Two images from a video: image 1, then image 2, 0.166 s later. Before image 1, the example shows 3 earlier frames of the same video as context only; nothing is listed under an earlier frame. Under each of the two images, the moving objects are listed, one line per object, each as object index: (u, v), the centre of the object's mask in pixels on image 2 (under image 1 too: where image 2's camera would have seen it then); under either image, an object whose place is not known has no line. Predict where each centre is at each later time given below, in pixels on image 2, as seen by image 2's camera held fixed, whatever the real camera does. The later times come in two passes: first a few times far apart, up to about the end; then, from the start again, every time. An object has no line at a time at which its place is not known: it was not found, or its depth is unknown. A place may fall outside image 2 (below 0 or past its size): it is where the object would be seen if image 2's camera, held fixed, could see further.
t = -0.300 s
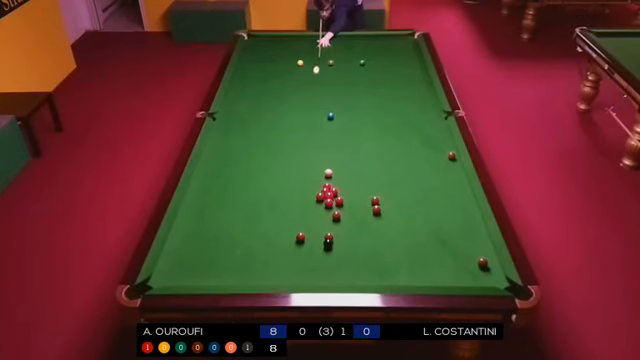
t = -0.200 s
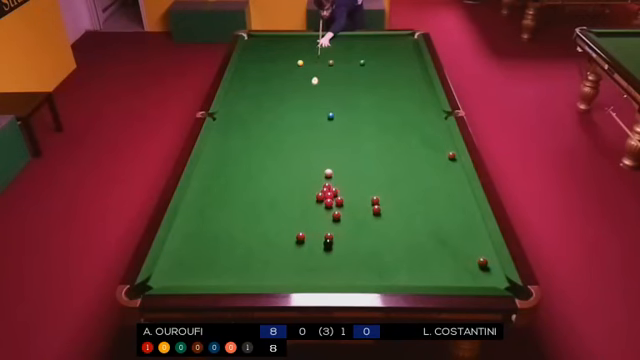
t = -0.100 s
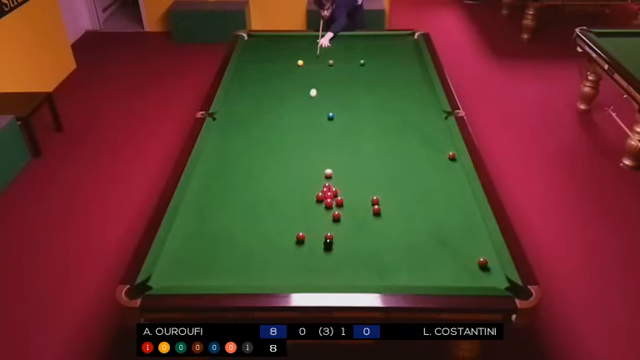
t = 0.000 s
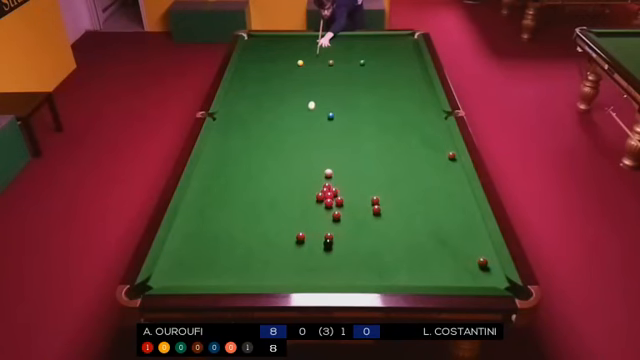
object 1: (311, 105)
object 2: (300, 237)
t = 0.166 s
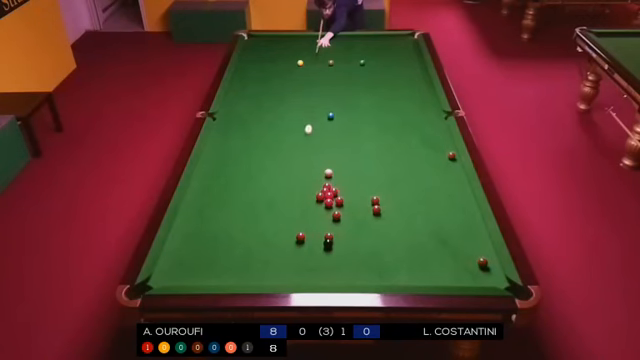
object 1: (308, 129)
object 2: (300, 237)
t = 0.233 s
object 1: (307, 139)
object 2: (300, 237)
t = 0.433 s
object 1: (302, 175)
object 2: (300, 238)
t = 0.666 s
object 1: (295, 228)
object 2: (300, 238)
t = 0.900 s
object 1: (253, 263)
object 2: (333, 270)
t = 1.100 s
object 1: (227, 268)
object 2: (355, 275)
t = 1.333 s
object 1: (210, 244)
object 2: (372, 257)
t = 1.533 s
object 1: (198, 225)
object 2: (386, 243)
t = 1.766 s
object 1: (185, 206)
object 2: (400, 229)
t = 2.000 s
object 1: (201, 191)
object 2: (414, 216)
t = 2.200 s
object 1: (215, 180)
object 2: (425, 206)
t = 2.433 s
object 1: (229, 168)
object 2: (436, 197)
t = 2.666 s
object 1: (242, 158)
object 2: (446, 187)
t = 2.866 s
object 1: (252, 150)
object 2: (455, 180)
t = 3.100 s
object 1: (262, 141)
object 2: (461, 173)
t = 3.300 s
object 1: (271, 134)
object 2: (453, 168)
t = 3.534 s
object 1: (279, 126)
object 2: (445, 164)
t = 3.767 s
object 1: (287, 119)
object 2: (438, 159)
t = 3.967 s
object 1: (293, 114)
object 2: (433, 157)
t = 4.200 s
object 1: (300, 108)
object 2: (427, 153)
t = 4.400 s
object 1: (305, 104)
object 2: (423, 151)
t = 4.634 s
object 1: (310, 99)
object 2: (419, 148)
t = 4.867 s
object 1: (316, 94)
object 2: (416, 146)
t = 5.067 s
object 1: (320, 91)
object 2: (413, 145)
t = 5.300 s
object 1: (324, 87)
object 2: (410, 144)
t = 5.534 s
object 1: (328, 83)
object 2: (408, 142)
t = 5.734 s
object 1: (331, 81)
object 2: (407, 142)
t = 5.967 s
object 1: (335, 78)
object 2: (406, 141)
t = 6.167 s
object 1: (337, 76)
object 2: (406, 141)
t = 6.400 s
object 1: (340, 73)
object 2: (406, 141)
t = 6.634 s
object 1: (343, 71)
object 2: (406, 141)
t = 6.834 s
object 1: (345, 70)
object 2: (406, 141)
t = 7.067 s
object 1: (347, 68)
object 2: (406, 141)
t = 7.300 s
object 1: (349, 67)
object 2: (406, 141)
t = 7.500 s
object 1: (350, 66)
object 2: (406, 141)
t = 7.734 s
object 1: (352, 65)
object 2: (406, 141)
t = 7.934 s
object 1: (352, 65)
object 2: (406, 141)
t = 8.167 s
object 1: (353, 64)
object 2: (406, 141)
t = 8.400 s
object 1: (354, 63)
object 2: (406, 141)
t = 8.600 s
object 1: (354, 63)
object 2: (406, 141)
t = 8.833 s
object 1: (354, 63)
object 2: (406, 141)
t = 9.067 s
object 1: (354, 63)
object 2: (406, 141)
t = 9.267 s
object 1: (354, 63)
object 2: (406, 141)
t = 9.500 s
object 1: (354, 63)
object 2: (406, 141)
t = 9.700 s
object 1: (354, 63)
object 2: (406, 141)
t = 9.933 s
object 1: (354, 63)
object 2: (406, 141)
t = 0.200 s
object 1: (308, 134)
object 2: (300, 237)
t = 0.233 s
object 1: (307, 139)
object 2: (300, 237)
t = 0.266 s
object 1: (306, 145)
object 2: (300, 238)
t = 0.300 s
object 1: (305, 150)
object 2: (300, 237)
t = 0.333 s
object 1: (305, 157)
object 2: (300, 237)
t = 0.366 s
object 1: (304, 162)
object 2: (300, 238)
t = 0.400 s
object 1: (303, 169)
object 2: (300, 238)
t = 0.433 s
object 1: (302, 175)
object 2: (300, 238)
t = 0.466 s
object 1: (301, 182)
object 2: (300, 238)
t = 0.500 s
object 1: (300, 189)
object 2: (300, 238)
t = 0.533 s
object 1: (299, 197)
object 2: (300, 238)
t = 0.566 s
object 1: (298, 204)
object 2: (300, 238)
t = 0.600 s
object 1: (297, 212)
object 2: (300, 238)
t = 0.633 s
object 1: (296, 220)
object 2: (300, 238)
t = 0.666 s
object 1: (295, 228)
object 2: (300, 238)
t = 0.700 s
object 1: (289, 234)
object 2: (304, 242)
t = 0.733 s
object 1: (283, 238)
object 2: (309, 247)
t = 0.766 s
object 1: (277, 242)
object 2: (314, 252)
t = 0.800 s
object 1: (271, 247)
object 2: (320, 256)
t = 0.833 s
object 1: (265, 252)
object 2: (324, 261)
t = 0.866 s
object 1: (259, 258)
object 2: (328, 266)
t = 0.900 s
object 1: (253, 263)
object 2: (333, 270)
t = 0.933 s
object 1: (247, 269)
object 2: (337, 274)
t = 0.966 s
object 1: (241, 275)
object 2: (341, 277)
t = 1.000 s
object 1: (235, 279)
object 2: (346, 280)
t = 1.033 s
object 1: (231, 277)
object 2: (349, 279)
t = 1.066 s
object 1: (229, 273)
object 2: (352, 277)
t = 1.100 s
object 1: (227, 268)
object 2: (355, 275)
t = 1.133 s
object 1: (224, 265)
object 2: (357, 272)
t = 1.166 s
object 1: (222, 261)
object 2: (360, 269)
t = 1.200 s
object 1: (219, 257)
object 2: (362, 267)
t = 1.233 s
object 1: (217, 254)
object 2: (365, 264)
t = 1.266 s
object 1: (215, 250)
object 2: (368, 261)
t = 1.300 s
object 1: (212, 247)
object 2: (370, 259)
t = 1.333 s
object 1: (210, 244)
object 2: (372, 257)
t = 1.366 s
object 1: (208, 241)
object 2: (374, 254)
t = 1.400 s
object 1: (206, 237)
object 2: (377, 252)
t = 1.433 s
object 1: (204, 234)
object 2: (379, 250)
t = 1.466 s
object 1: (202, 231)
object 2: (382, 247)
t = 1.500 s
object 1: (199, 228)
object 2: (384, 245)
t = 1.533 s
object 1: (198, 225)
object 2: (386, 243)
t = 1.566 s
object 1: (196, 222)
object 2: (388, 240)
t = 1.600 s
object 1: (194, 219)
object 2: (390, 239)
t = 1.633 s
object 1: (192, 217)
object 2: (392, 236)
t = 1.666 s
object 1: (190, 214)
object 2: (394, 234)
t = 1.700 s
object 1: (188, 211)
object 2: (396, 232)
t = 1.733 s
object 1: (186, 208)
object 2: (398, 230)
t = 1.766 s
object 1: (185, 206)
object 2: (400, 229)
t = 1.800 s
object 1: (186, 204)
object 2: (402, 227)
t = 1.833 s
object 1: (189, 201)
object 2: (404, 225)
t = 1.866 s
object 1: (191, 199)
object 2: (406, 223)
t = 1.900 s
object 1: (194, 197)
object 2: (408, 221)
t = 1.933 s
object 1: (196, 195)
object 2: (410, 219)
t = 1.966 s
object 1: (199, 193)
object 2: (412, 218)
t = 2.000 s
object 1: (201, 191)
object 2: (414, 216)
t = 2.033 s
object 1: (204, 189)
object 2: (416, 214)
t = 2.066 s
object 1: (206, 187)
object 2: (417, 213)
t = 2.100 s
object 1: (208, 186)
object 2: (419, 211)
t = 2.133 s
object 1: (211, 184)
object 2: (421, 209)
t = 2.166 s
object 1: (213, 182)
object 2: (423, 208)
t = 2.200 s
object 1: (215, 180)
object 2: (425, 206)
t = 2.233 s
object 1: (217, 178)
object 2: (426, 205)
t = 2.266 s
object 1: (219, 177)
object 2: (428, 203)
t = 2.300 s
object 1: (222, 175)
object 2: (429, 202)
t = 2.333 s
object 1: (224, 173)
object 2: (431, 201)
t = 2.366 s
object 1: (226, 172)
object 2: (433, 199)
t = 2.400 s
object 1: (228, 170)
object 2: (434, 198)
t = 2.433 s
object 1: (229, 168)
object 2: (436, 197)
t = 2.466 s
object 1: (231, 167)
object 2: (437, 195)
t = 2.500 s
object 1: (233, 165)
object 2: (439, 193)
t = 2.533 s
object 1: (235, 164)
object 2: (441, 192)
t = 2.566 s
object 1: (237, 162)
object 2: (442, 191)
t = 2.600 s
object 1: (239, 161)
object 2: (443, 189)
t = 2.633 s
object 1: (240, 159)
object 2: (445, 188)
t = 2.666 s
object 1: (242, 158)
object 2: (446, 187)
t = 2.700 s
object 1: (244, 156)
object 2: (448, 186)
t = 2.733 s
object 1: (245, 155)
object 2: (449, 185)
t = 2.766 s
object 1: (247, 154)
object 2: (451, 183)
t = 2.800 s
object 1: (249, 152)
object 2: (452, 182)
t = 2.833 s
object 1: (251, 151)
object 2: (453, 181)
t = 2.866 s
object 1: (252, 150)
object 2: (455, 180)
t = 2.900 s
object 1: (254, 148)
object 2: (456, 179)
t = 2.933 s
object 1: (255, 147)
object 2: (458, 178)
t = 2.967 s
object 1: (257, 146)
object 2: (459, 177)
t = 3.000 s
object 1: (258, 144)
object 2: (460, 175)
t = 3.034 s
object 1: (259, 143)
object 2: (461, 175)
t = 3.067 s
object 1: (261, 142)
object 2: (462, 174)
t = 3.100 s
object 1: (262, 141)
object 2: (461, 173)
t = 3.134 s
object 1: (264, 139)
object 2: (459, 172)
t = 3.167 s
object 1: (265, 138)
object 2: (458, 171)
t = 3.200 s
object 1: (267, 137)
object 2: (457, 170)
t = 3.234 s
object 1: (268, 136)
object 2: (455, 170)
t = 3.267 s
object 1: (269, 135)
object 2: (454, 169)
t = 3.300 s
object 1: (271, 134)
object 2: (453, 168)
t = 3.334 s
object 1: (272, 133)
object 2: (451, 168)
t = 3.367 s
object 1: (273, 132)
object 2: (450, 167)
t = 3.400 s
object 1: (275, 130)
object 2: (449, 166)
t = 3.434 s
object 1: (276, 130)
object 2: (448, 166)
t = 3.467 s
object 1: (277, 128)
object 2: (447, 165)
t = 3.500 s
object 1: (278, 127)
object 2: (446, 164)
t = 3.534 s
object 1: (279, 126)
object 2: (445, 164)
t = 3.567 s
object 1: (280, 125)
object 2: (444, 163)
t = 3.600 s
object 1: (281, 124)
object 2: (443, 163)
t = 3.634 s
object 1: (283, 123)
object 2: (442, 162)
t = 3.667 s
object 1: (284, 122)
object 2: (441, 161)
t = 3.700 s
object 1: (285, 121)
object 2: (440, 161)
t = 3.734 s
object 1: (286, 120)
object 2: (439, 160)
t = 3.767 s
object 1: (287, 119)
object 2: (438, 159)
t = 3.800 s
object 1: (288, 119)
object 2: (437, 159)
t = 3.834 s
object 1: (289, 118)
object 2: (436, 158)
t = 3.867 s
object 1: (290, 117)
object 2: (435, 158)
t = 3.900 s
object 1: (291, 116)
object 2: (435, 157)
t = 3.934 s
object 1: (292, 115)
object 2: (433, 157)
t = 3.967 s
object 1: (293, 114)
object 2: (433, 157)
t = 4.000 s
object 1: (294, 113)
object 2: (432, 156)
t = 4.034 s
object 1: (295, 112)
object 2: (431, 155)
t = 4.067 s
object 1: (296, 111)
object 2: (430, 155)
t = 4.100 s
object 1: (297, 111)
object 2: (429, 155)
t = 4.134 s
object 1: (298, 110)
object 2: (429, 154)
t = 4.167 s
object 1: (299, 109)
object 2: (428, 154)
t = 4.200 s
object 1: (300, 108)
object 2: (427, 153)
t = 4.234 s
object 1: (301, 107)
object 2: (426, 153)
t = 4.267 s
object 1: (301, 107)
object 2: (426, 152)
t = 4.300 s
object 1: (302, 106)
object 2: (425, 152)
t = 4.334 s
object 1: (303, 105)
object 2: (424, 152)
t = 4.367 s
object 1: (304, 104)
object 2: (424, 151)
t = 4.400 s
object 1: (305, 104)
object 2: (423, 151)
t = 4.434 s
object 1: (306, 103)
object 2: (422, 150)
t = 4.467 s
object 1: (307, 102)
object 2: (422, 150)
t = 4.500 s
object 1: (307, 102)
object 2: (421, 150)
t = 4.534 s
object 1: (308, 101)
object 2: (421, 149)
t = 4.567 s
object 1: (309, 100)
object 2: (420, 149)
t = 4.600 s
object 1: (310, 100)
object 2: (419, 149)
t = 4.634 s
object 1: (310, 99)
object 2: (419, 148)
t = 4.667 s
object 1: (311, 98)
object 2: (418, 148)
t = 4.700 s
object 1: (312, 97)
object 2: (418, 148)
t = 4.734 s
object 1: (313, 97)
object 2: (417, 147)
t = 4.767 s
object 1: (313, 96)
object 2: (417, 147)
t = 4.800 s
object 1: (314, 95)
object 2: (416, 147)
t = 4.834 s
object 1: (315, 95)
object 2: (416, 147)
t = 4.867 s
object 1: (316, 94)
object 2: (416, 146)
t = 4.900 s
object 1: (316, 94)
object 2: (415, 146)
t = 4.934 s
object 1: (317, 93)
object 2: (415, 146)
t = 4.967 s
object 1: (318, 92)
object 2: (414, 145)
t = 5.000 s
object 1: (318, 92)
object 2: (414, 145)
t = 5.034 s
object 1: (319, 91)
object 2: (413, 145)
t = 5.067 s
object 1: (320, 91)
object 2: (413, 145)
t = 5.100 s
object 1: (320, 90)
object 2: (412, 145)
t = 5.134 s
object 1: (321, 89)
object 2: (412, 144)
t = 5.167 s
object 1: (322, 89)
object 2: (412, 144)
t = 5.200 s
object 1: (322, 88)
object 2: (411, 144)
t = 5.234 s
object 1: (323, 88)
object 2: (411, 144)
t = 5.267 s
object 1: (323, 87)
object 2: (411, 144)
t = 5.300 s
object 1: (324, 87)
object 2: (410, 144)
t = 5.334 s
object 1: (325, 86)
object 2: (410, 143)
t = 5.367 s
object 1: (325, 86)
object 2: (410, 143)
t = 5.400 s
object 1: (326, 85)
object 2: (410, 143)
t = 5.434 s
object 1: (326, 85)
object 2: (409, 143)
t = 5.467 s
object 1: (327, 84)
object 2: (409, 143)
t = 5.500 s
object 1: (327, 84)
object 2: (409, 143)
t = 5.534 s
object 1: (328, 83)
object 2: (408, 142)
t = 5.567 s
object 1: (328, 83)
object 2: (408, 142)
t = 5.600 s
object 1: (329, 82)
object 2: (408, 142)
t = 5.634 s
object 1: (330, 82)
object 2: (408, 142)
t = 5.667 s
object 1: (330, 82)
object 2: (407, 142)
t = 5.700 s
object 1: (331, 81)
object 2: (407, 142)
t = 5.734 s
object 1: (331, 81)
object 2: (407, 142)
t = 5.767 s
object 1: (332, 80)
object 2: (407, 142)
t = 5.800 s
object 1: (332, 80)
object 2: (407, 142)
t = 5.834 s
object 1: (333, 79)
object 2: (406, 142)
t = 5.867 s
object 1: (333, 79)
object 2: (406, 142)
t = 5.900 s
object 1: (334, 79)
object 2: (406, 142)
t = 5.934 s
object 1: (334, 78)
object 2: (406, 142)
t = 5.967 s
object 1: (335, 78)
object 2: (406, 141)
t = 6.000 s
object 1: (335, 77)
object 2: (406, 141)
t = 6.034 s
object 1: (336, 77)
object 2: (406, 141)
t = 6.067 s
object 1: (336, 77)
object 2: (406, 141)
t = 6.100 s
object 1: (336, 76)
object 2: (406, 141)
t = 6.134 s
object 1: (337, 76)
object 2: (406, 141)
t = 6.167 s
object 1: (337, 76)
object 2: (406, 141)
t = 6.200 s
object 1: (338, 75)
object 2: (406, 141)
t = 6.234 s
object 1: (338, 75)
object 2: (406, 141)
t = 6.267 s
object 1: (339, 75)
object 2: (406, 141)
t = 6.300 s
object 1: (339, 74)
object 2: (406, 141)
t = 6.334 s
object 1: (340, 74)
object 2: (406, 141)
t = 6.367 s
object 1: (340, 74)
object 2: (406, 141)
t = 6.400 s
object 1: (340, 73)
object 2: (406, 141)
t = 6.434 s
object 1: (341, 73)
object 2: (406, 141)
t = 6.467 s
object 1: (341, 72)
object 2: (406, 141)
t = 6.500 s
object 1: (342, 72)
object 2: (406, 141)
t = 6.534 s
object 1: (342, 72)
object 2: (406, 141)
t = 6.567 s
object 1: (342, 72)
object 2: (406, 141)
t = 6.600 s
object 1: (343, 71)
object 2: (406, 141)
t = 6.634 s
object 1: (343, 71)
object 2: (406, 141)
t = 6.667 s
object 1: (344, 71)
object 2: (406, 141)
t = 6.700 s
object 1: (344, 71)
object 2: (406, 141)
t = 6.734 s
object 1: (344, 70)
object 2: (406, 141)
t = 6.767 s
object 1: (344, 70)
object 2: (406, 141)
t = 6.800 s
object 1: (345, 70)
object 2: (406, 141)
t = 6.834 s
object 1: (345, 70)
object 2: (406, 141)
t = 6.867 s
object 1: (345, 69)
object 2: (406, 141)
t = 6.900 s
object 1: (346, 69)
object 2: (406, 141)
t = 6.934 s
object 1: (346, 69)
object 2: (406, 141)
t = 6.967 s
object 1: (346, 69)
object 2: (406, 141)
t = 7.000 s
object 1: (347, 68)
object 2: (406, 141)
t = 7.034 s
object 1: (347, 68)
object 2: (406, 141)
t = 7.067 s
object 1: (347, 68)
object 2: (406, 141)
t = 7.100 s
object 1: (347, 68)
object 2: (406, 141)
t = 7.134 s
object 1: (348, 68)
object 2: (406, 141)
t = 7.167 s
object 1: (348, 68)
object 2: (406, 141)
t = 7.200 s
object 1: (348, 67)
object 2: (406, 141)
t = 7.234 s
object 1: (348, 67)
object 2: (406, 141)
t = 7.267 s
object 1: (349, 67)
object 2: (406, 141)
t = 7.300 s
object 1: (349, 67)
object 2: (406, 141)
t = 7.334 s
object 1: (349, 67)
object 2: (406, 141)
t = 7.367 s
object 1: (349, 67)
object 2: (406, 141)
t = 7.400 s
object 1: (349, 66)
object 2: (406, 141)
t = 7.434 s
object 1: (350, 66)
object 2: (406, 141)
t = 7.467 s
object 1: (350, 66)
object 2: (406, 141)
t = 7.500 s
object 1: (350, 66)
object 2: (406, 141)
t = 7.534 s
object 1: (350, 66)
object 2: (406, 141)
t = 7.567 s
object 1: (351, 65)
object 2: (406, 141)
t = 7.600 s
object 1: (351, 65)
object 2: (406, 141)
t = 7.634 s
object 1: (351, 65)
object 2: (406, 141)
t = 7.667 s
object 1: (351, 65)
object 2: (406, 141)
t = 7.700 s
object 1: (351, 65)
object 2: (406, 141)
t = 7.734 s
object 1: (352, 65)
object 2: (406, 141)
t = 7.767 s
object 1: (352, 65)
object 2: (406, 141)
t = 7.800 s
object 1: (352, 65)
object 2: (406, 141)
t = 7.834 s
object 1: (352, 65)
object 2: (406, 141)
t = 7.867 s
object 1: (352, 65)
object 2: (406, 141)
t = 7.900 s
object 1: (352, 65)
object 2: (406, 141)
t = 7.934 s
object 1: (352, 65)
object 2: (406, 141)
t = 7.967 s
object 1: (353, 64)
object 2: (406, 141)
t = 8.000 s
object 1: (353, 64)
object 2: (406, 141)
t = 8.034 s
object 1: (353, 64)
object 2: (406, 141)
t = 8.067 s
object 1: (353, 64)
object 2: (406, 141)
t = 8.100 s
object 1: (353, 64)
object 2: (406, 141)
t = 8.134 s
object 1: (353, 64)
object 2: (406, 141)
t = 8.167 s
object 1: (353, 64)
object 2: (406, 141)
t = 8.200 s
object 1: (353, 64)
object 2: (406, 141)
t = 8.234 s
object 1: (353, 64)
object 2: (406, 141)
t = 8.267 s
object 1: (353, 64)
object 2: (406, 141)
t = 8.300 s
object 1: (354, 63)
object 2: (406, 141)
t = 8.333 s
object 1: (353, 63)
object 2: (406, 141)
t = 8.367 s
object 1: (353, 63)
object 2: (406, 141)
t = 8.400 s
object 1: (354, 63)
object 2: (406, 141)
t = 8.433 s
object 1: (354, 63)
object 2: (406, 141)
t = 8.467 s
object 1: (354, 63)
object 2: (406, 141)
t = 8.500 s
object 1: (354, 63)
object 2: (406, 141)
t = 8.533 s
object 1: (354, 63)
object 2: (406, 141)
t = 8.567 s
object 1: (354, 63)
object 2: (406, 141)
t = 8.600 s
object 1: (354, 63)
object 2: (406, 141)
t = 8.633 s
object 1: (354, 63)
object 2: (406, 141)
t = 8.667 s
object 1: (354, 63)
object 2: (406, 141)
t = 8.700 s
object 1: (354, 63)
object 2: (406, 141)
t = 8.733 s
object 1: (354, 63)
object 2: (406, 141)
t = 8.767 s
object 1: (354, 63)
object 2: (406, 141)
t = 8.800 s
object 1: (354, 63)
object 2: (406, 141)
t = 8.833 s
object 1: (354, 63)
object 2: (406, 141)
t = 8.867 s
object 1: (354, 63)
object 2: (406, 141)
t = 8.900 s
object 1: (354, 63)
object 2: (406, 141)
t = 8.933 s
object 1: (354, 63)
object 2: (406, 141)
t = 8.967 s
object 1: (354, 63)
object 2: (406, 141)
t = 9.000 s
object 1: (354, 63)
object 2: (406, 141)
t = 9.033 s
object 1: (354, 63)
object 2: (406, 141)
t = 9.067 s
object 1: (354, 63)
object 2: (406, 141)
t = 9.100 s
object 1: (354, 63)
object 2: (406, 141)
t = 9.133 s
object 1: (354, 63)
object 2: (406, 141)
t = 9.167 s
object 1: (354, 63)
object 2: (406, 141)
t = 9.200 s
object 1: (354, 63)
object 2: (406, 141)
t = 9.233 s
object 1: (354, 63)
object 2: (406, 141)
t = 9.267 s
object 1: (354, 63)
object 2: (406, 141)
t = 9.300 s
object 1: (354, 63)
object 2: (406, 141)
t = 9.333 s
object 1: (354, 63)
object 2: (406, 141)
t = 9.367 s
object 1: (354, 63)
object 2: (406, 141)
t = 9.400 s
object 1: (354, 63)
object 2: (406, 141)
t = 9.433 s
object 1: (354, 63)
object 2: (406, 141)
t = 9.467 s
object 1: (354, 63)
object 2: (406, 141)
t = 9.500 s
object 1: (354, 63)
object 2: (406, 141)
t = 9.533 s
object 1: (354, 63)
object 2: (406, 141)
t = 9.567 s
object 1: (354, 63)
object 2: (406, 141)
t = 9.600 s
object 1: (354, 63)
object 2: (406, 141)
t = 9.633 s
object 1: (354, 63)
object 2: (406, 141)
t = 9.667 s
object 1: (354, 63)
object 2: (406, 141)
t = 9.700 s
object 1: (354, 63)
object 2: (406, 141)
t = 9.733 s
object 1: (354, 63)
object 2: (406, 141)
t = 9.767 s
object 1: (354, 63)
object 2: (406, 141)
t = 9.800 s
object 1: (354, 63)
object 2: (406, 141)
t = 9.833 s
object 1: (354, 63)
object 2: (406, 141)
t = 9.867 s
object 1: (354, 63)
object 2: (406, 141)
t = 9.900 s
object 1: (354, 63)
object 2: (406, 141)
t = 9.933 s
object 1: (354, 63)
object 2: (406, 141)
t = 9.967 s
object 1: (354, 63)
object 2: (406, 141)
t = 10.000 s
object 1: (354, 63)
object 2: (406, 141)
